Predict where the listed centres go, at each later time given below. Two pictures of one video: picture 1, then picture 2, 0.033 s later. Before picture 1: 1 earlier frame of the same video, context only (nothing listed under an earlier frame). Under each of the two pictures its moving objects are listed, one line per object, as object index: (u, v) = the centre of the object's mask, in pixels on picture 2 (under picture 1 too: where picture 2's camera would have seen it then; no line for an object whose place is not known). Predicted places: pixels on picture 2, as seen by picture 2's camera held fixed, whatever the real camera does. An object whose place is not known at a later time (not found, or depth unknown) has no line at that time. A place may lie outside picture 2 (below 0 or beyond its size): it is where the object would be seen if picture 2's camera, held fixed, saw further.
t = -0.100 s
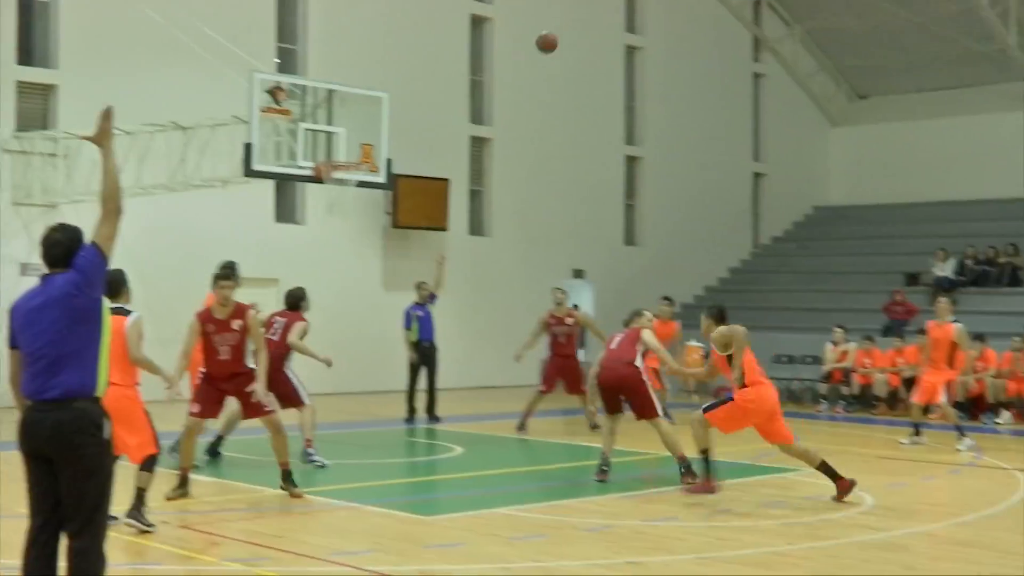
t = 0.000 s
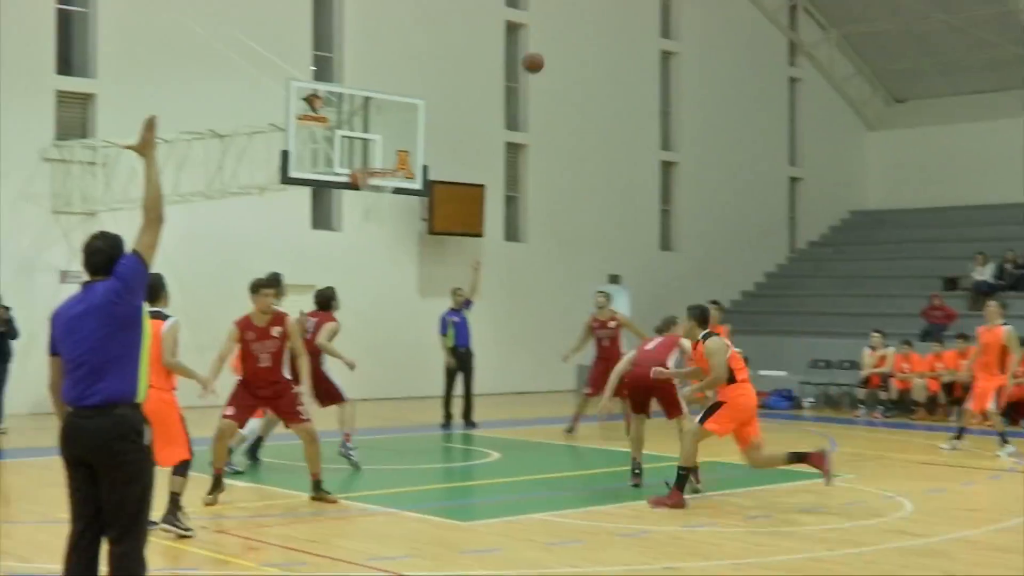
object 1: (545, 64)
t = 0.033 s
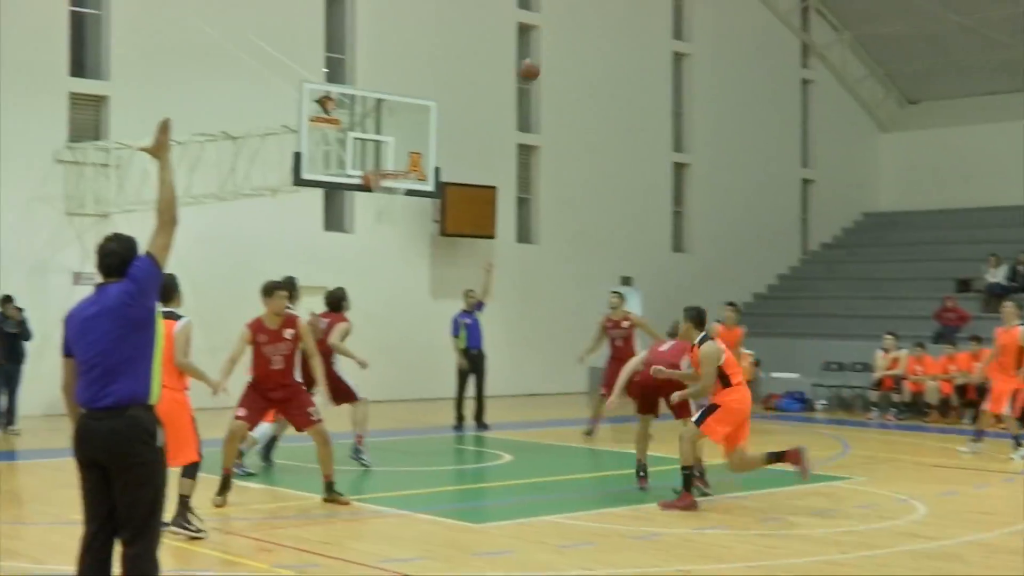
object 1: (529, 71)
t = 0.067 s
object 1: (512, 78)
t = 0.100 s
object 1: (495, 87)
